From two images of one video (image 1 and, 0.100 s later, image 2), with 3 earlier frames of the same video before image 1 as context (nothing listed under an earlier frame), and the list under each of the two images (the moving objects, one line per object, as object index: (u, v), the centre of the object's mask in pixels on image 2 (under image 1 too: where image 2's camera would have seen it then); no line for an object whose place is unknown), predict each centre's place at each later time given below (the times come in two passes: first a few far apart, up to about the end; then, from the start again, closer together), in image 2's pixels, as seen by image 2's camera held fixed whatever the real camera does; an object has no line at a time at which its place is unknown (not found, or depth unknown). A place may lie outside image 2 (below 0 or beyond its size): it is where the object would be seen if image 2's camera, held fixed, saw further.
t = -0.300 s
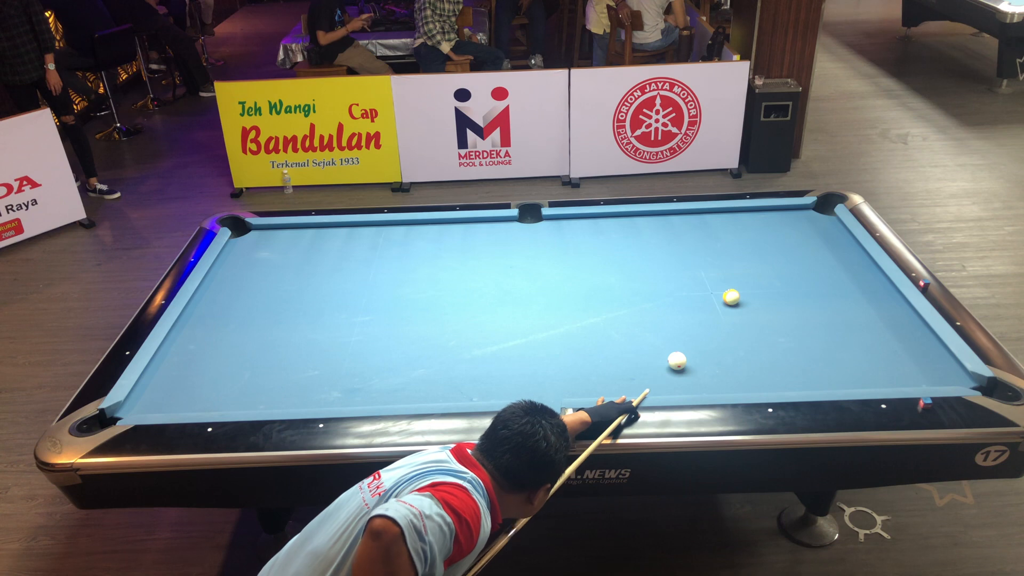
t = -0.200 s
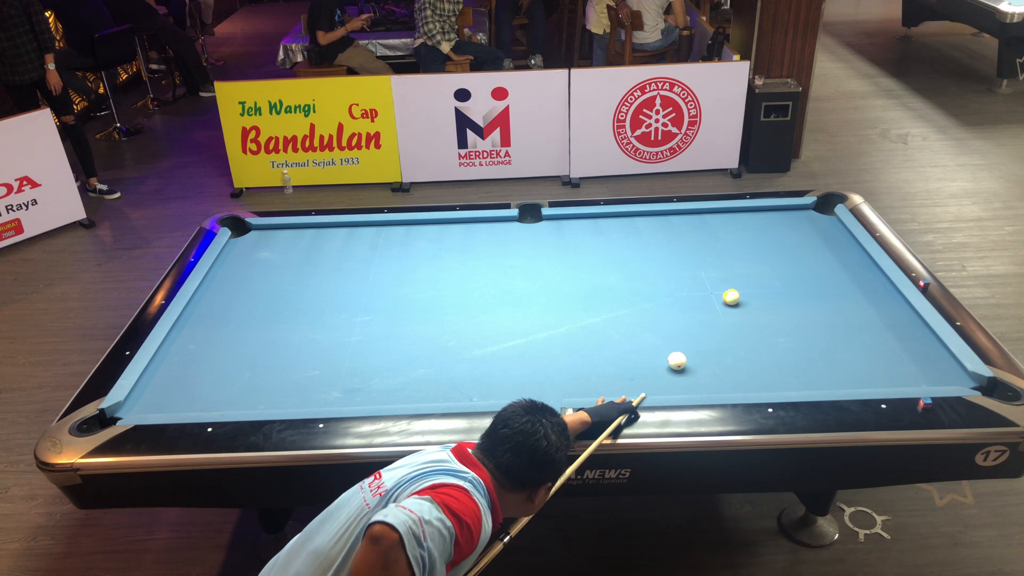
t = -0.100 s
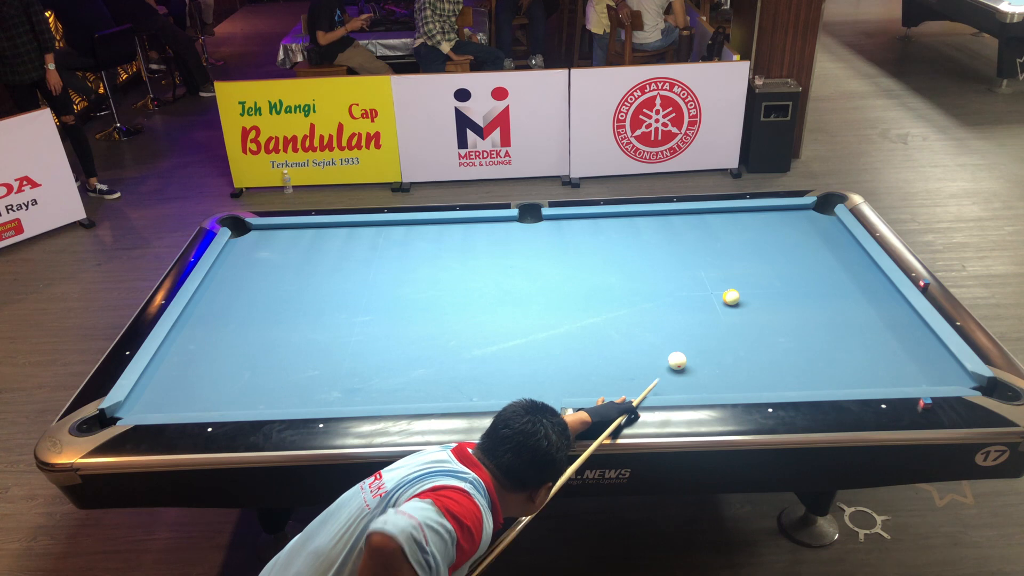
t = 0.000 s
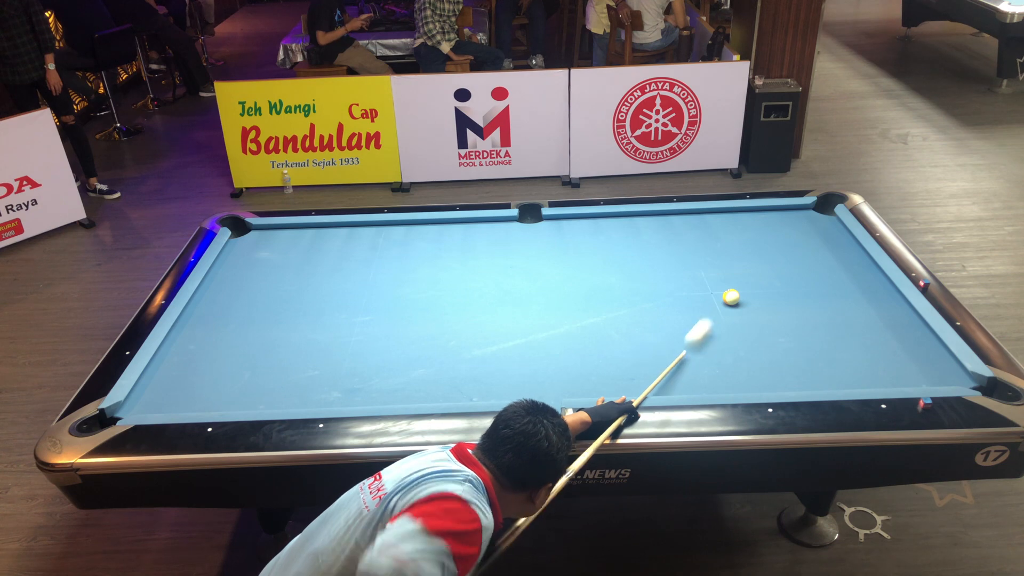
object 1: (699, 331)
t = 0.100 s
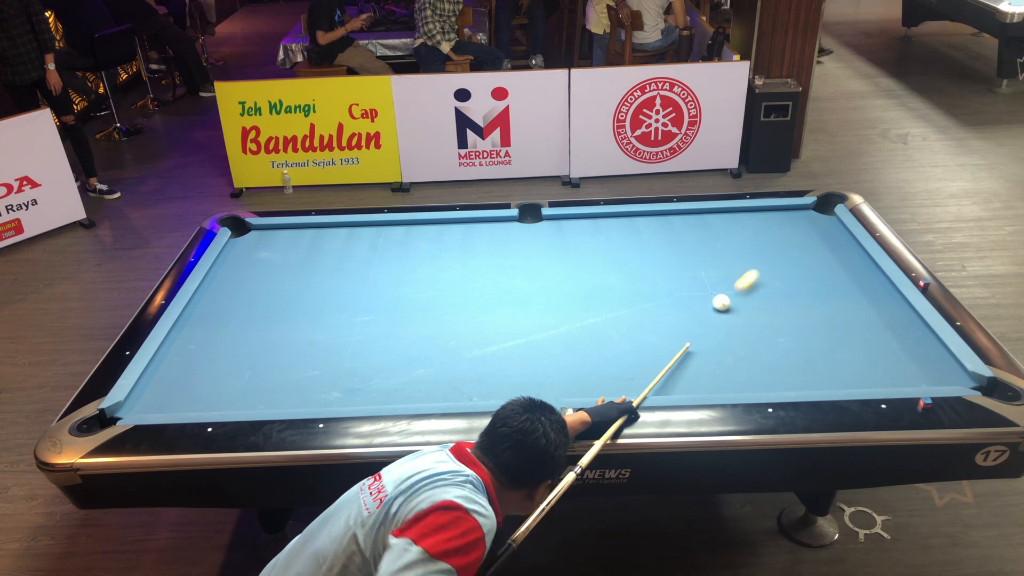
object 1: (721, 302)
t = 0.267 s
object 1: (714, 298)
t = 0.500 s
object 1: (704, 292)
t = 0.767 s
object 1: (695, 286)
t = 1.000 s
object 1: (688, 282)
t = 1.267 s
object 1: (682, 277)
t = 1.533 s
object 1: (676, 274)
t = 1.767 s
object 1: (673, 272)
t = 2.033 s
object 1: (669, 270)
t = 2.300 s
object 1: (668, 268)
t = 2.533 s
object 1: (666, 268)
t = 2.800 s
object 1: (666, 268)
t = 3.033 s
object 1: (666, 268)
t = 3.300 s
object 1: (666, 268)
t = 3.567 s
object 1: (666, 268)
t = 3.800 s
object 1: (666, 268)
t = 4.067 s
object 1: (666, 268)
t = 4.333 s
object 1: (666, 268)
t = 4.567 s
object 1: (666, 268)
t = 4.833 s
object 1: (666, 268)
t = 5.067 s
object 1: (666, 268)
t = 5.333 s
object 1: (666, 268)
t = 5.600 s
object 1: (666, 268)
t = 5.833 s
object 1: (666, 268)
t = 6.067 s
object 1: (666, 268)
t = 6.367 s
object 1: (666, 268)
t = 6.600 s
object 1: (666, 268)
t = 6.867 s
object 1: (666, 268)
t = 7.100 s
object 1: (666, 268)
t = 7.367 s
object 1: (666, 268)
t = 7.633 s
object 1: (666, 268)
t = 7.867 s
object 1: (666, 268)
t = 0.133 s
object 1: (720, 301)
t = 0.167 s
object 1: (718, 300)
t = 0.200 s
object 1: (717, 299)
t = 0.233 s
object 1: (715, 299)
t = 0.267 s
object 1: (714, 298)
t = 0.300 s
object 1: (712, 297)
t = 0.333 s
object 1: (711, 296)
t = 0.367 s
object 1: (709, 295)
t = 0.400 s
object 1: (708, 294)
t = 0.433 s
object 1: (707, 293)
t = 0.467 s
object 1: (705, 293)
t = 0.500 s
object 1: (704, 292)
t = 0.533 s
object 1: (703, 291)
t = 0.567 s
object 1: (702, 290)
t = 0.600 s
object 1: (700, 289)
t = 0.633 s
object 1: (699, 289)
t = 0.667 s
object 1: (698, 288)
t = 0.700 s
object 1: (697, 287)
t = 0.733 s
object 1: (696, 287)
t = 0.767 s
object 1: (695, 286)
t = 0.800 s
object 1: (694, 285)
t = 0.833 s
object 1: (693, 285)
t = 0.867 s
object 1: (692, 284)
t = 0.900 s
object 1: (691, 283)
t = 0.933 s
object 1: (690, 283)
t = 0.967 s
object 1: (689, 282)
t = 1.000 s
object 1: (688, 282)
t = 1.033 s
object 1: (687, 281)
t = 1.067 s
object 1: (686, 281)
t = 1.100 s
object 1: (685, 280)
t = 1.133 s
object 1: (684, 279)
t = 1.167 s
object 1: (684, 279)
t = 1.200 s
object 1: (683, 278)
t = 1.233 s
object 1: (682, 278)
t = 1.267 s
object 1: (682, 277)
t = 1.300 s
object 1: (681, 277)
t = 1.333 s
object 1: (680, 276)
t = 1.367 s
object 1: (679, 276)
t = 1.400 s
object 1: (679, 276)
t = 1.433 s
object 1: (678, 275)
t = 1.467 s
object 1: (677, 275)
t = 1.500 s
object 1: (677, 274)
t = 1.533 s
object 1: (676, 274)
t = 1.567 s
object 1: (676, 274)
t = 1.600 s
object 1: (675, 273)
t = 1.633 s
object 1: (675, 273)
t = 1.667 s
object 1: (674, 273)
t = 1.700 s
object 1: (674, 272)
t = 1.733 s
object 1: (673, 272)
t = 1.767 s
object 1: (673, 272)
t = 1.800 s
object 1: (672, 271)
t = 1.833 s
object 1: (672, 271)
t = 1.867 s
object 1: (671, 271)
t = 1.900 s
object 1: (671, 271)
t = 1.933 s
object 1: (671, 270)
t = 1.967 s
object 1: (670, 270)
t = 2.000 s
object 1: (670, 270)
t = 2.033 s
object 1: (669, 270)
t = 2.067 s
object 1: (669, 269)
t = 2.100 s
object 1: (669, 269)
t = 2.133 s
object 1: (669, 269)
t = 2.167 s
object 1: (668, 269)
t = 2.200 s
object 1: (668, 269)
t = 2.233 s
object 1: (668, 268)
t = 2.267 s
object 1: (668, 268)
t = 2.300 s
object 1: (668, 268)
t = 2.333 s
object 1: (667, 268)
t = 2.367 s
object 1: (667, 268)
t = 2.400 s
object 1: (667, 268)
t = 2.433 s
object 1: (667, 268)
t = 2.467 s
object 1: (667, 268)
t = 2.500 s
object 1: (666, 268)
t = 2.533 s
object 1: (666, 268)
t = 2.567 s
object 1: (666, 268)
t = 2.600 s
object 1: (666, 268)
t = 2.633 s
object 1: (666, 268)
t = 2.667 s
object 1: (666, 268)
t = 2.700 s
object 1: (666, 268)
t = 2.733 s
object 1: (666, 268)
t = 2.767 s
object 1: (666, 268)
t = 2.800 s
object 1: (666, 268)
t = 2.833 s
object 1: (666, 268)
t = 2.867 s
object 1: (666, 268)
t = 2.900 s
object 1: (666, 268)
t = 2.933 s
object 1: (666, 268)
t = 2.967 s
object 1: (666, 268)
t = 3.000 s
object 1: (666, 268)
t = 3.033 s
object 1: (666, 268)
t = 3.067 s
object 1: (666, 268)
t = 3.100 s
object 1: (666, 268)
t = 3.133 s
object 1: (666, 268)
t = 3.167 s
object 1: (666, 268)
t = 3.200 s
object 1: (666, 268)
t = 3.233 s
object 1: (666, 268)
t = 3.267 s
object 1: (666, 268)
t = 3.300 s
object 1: (666, 268)
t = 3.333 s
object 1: (666, 268)
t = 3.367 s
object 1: (666, 268)
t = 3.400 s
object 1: (666, 268)
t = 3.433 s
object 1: (666, 268)
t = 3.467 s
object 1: (666, 268)
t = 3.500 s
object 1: (666, 268)
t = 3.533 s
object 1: (666, 268)
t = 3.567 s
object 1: (666, 268)
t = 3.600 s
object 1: (666, 268)
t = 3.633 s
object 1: (666, 268)
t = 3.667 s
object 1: (666, 268)
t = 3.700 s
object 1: (666, 268)
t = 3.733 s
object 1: (666, 268)
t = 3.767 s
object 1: (666, 268)
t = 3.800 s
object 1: (666, 268)
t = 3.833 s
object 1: (666, 268)
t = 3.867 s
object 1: (666, 268)
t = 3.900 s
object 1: (666, 268)
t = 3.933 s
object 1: (666, 268)
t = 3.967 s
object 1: (666, 268)
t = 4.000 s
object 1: (666, 268)
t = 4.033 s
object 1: (666, 268)
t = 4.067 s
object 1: (666, 268)
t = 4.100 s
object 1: (666, 268)
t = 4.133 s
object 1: (666, 268)
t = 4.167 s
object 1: (666, 268)
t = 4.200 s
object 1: (666, 268)
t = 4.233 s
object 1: (666, 268)
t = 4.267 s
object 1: (666, 268)
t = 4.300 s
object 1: (666, 268)
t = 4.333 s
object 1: (666, 268)
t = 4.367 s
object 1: (666, 268)
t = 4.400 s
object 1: (666, 268)
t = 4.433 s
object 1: (666, 268)
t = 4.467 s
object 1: (666, 268)
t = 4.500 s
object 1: (666, 268)
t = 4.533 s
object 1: (666, 268)
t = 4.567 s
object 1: (666, 268)
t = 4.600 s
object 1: (666, 268)
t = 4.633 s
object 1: (666, 268)
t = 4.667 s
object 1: (666, 268)
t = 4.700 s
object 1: (666, 268)
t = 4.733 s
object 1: (666, 268)
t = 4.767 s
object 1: (666, 268)
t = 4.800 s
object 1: (666, 268)
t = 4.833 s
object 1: (666, 268)
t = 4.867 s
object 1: (666, 268)
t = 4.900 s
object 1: (666, 268)
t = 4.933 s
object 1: (666, 268)
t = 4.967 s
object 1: (666, 268)
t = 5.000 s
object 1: (666, 268)
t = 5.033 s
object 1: (666, 268)
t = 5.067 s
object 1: (666, 268)
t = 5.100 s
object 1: (666, 268)
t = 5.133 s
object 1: (666, 268)
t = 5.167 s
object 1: (666, 268)
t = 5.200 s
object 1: (666, 268)
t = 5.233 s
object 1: (666, 268)
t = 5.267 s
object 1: (666, 268)
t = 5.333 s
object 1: (666, 268)
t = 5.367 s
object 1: (666, 268)
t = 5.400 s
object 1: (666, 268)
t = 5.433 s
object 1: (666, 268)
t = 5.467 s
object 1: (666, 268)
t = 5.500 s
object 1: (666, 268)
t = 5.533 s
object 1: (666, 268)
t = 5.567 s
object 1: (666, 268)
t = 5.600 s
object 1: (666, 268)
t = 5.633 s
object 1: (666, 268)
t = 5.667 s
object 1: (666, 268)
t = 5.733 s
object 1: (666, 268)
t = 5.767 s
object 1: (666, 268)
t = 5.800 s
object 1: (666, 268)
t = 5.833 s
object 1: (666, 268)
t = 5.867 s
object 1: (666, 268)
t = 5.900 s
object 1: (666, 268)
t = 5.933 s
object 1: (666, 268)
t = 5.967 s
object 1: (666, 268)
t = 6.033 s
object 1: (666, 268)
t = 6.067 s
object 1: (666, 268)
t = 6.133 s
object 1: (666, 268)
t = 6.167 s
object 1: (666, 268)
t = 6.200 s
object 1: (666, 268)
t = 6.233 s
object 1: (666, 268)
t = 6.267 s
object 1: (666, 268)
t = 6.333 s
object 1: (666, 268)
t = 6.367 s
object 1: (666, 268)
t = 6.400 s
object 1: (666, 268)
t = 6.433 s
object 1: (666, 268)
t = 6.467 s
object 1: (666, 268)
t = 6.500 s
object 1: (666, 268)
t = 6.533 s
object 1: (666, 268)
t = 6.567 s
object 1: (666, 268)
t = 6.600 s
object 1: (666, 268)
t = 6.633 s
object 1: (666, 268)
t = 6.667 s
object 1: (666, 268)
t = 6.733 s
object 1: (666, 268)
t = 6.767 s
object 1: (666, 268)
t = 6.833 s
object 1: (666, 268)
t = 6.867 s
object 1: (666, 268)
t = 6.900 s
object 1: (666, 268)
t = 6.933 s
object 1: (666, 268)
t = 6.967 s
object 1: (666, 268)
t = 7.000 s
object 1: (666, 268)
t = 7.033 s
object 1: (666, 268)
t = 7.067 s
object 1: (666, 268)
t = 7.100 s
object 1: (666, 268)
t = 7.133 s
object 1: (666, 268)
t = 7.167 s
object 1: (666, 268)
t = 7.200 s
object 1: (666, 268)
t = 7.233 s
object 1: (666, 268)
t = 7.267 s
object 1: (666, 268)
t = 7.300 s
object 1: (666, 268)
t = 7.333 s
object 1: (666, 268)
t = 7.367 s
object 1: (666, 268)
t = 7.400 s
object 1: (666, 268)
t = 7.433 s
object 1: (666, 268)
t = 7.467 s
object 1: (666, 268)
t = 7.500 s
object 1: (666, 268)
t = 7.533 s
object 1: (666, 268)
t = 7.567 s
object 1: (666, 268)
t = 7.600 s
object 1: (666, 268)
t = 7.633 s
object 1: (666, 268)
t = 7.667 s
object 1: (666, 268)
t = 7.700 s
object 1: (666, 268)
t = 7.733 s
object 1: (666, 268)
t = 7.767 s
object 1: (666, 268)
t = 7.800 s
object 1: (666, 268)
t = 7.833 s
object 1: (666, 268)
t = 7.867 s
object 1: (666, 268)
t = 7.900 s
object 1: (666, 268)
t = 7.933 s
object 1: (666, 268)
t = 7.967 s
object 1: (666, 268)
